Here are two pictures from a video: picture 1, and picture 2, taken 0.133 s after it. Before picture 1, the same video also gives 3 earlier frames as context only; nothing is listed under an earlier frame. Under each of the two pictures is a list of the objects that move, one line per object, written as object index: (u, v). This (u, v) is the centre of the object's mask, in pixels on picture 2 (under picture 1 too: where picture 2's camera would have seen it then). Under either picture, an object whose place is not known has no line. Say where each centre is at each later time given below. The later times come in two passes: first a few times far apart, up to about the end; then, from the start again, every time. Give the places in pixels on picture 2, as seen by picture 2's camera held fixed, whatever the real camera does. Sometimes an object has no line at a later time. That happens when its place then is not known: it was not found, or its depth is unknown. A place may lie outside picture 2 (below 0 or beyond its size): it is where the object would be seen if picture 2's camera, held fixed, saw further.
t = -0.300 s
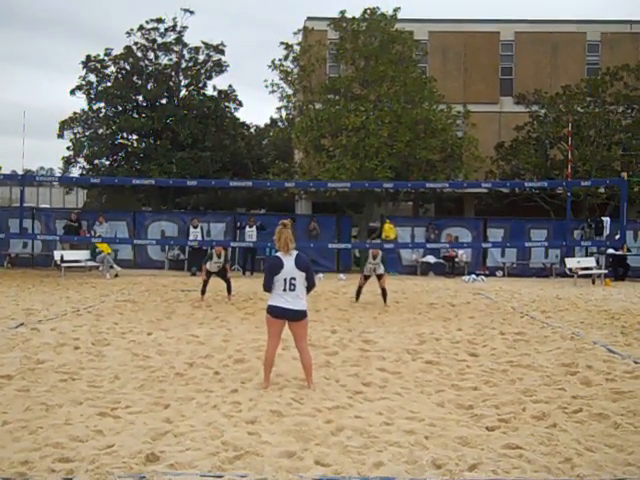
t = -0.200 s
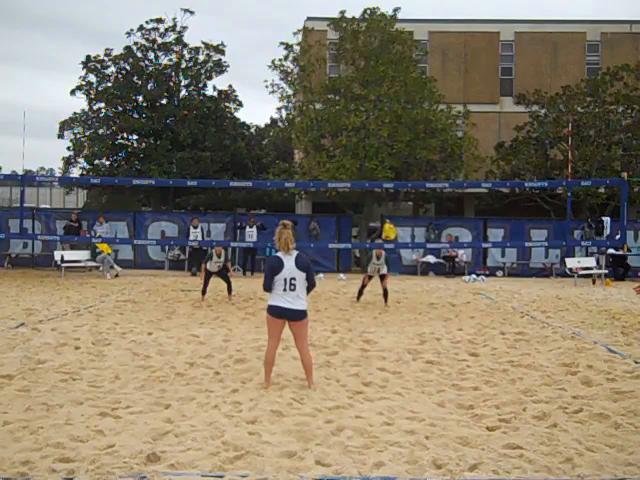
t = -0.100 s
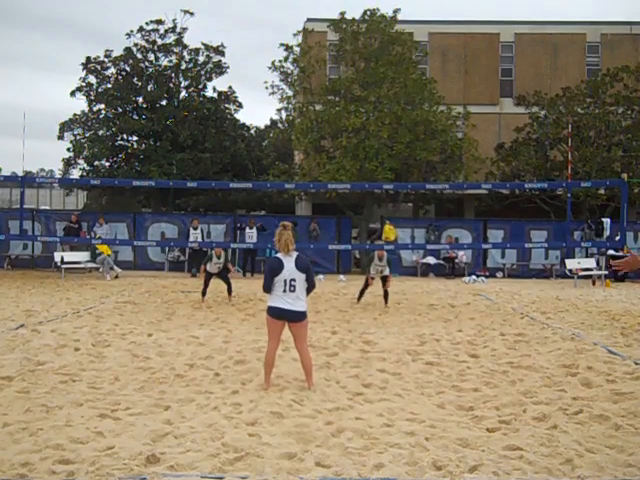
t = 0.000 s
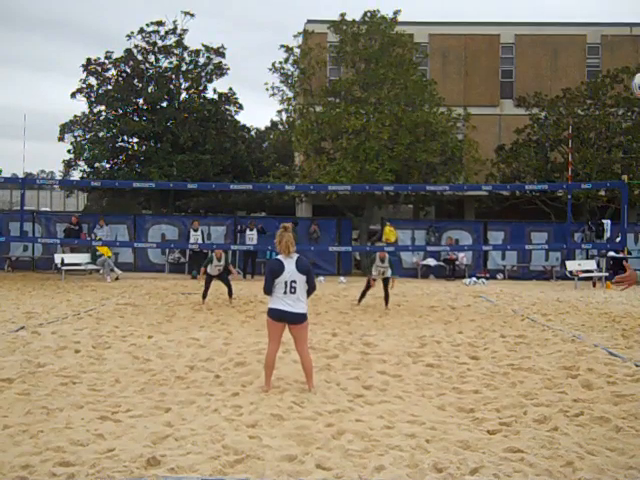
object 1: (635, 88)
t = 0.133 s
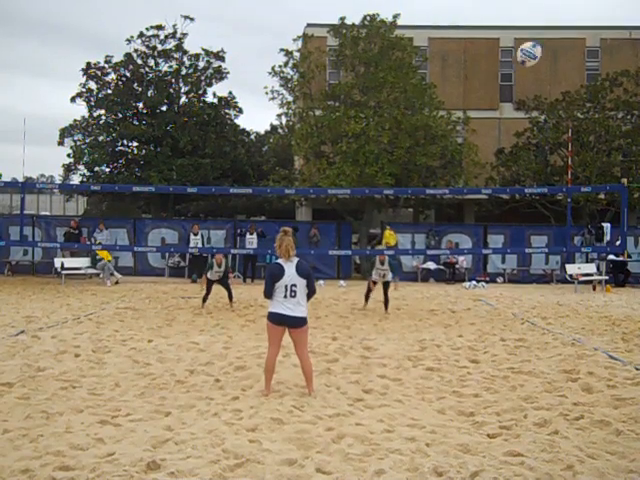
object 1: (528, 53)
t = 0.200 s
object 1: (486, 49)
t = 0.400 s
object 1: (389, 59)
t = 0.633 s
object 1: (319, 105)
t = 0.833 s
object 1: (279, 160)
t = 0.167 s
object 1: (506, 50)
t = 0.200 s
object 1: (486, 49)
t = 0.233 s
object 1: (465, 48)
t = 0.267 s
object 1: (448, 48)
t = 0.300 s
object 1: (432, 49)
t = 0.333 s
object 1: (417, 53)
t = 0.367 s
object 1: (403, 55)
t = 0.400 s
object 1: (389, 59)
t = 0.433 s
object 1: (377, 63)
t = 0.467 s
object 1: (365, 69)
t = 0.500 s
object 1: (355, 75)
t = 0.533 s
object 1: (345, 81)
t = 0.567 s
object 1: (336, 89)
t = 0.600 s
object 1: (327, 97)
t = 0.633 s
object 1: (319, 105)
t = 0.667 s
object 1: (311, 113)
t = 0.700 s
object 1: (304, 122)
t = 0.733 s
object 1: (297, 131)
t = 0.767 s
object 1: (291, 140)
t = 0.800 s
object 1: (285, 150)
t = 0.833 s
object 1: (279, 160)
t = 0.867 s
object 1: (273, 170)
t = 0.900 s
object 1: (268, 180)
